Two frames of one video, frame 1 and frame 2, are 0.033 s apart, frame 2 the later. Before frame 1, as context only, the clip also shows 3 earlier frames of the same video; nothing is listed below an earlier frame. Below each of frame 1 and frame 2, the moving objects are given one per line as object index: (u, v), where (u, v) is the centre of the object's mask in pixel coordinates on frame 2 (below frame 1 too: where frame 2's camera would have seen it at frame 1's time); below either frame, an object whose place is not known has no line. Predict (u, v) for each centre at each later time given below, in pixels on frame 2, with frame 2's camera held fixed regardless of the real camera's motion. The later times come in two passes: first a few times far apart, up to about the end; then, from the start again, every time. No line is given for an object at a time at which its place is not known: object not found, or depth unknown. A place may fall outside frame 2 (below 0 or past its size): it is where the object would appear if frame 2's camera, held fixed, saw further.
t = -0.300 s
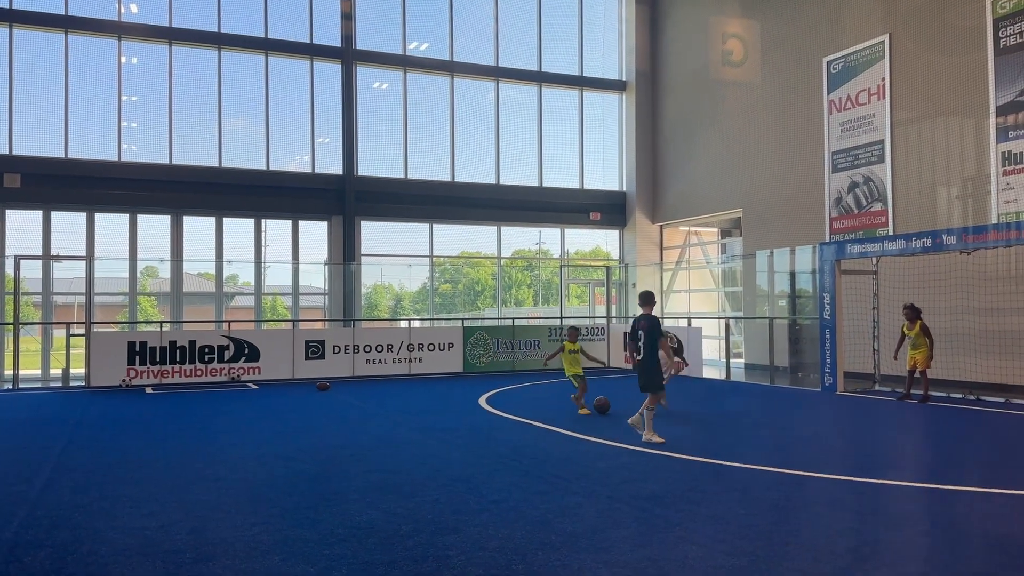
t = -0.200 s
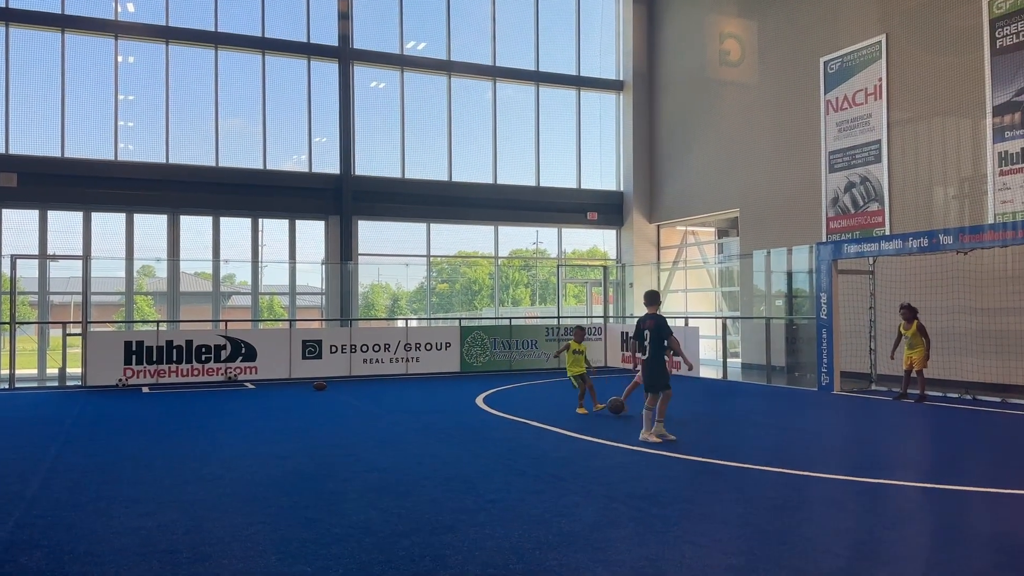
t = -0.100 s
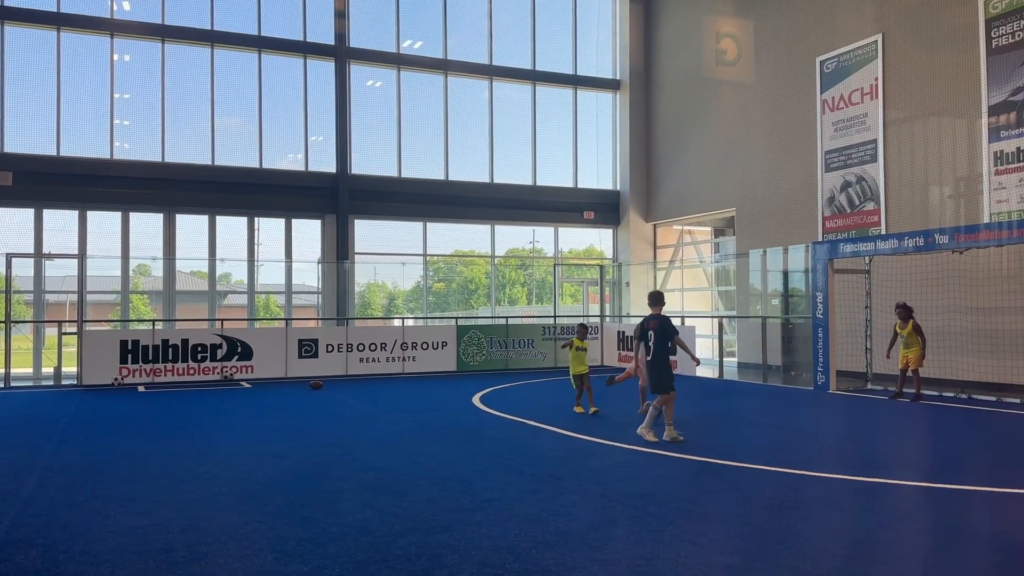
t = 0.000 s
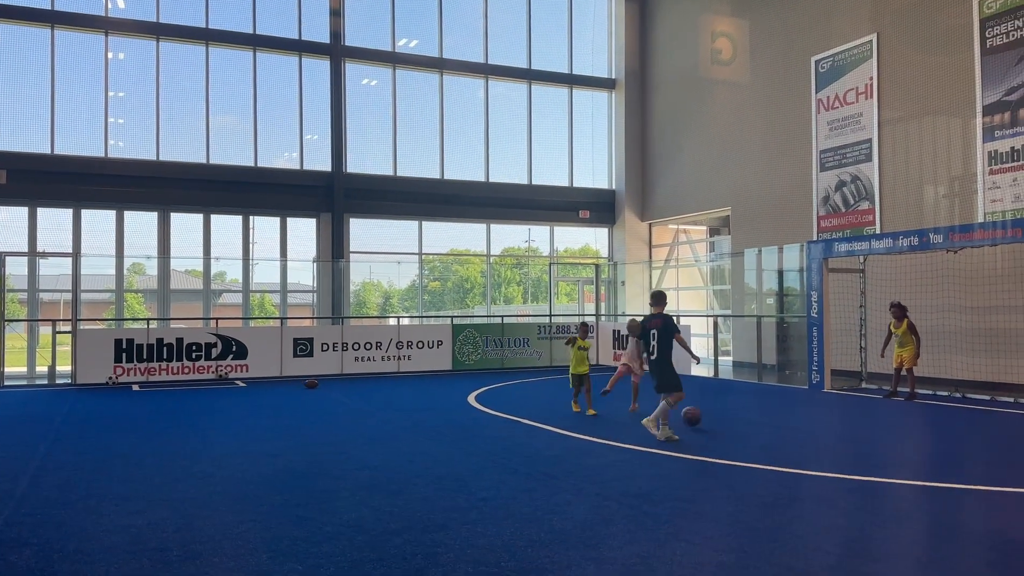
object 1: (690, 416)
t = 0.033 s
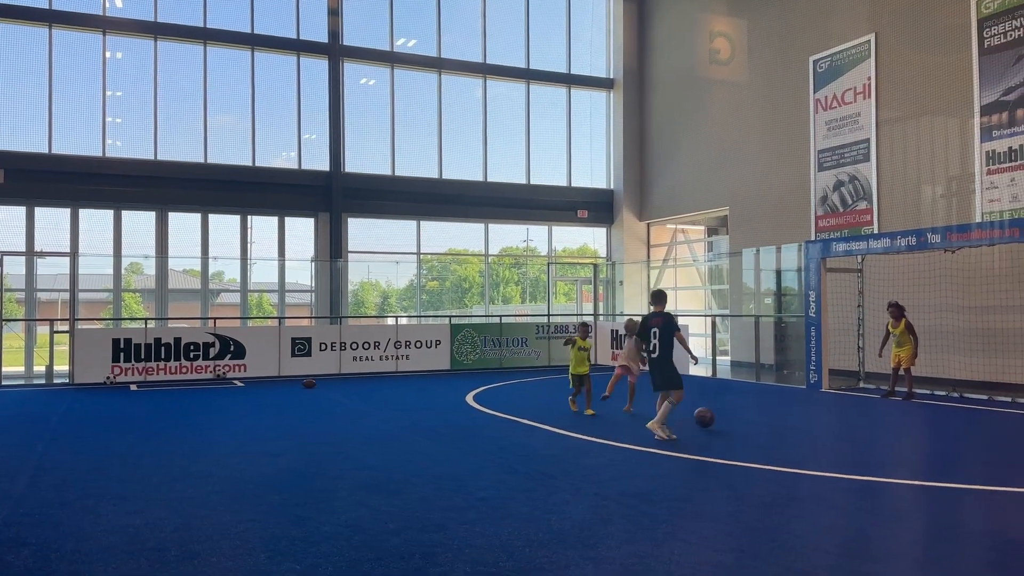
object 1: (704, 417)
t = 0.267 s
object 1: (816, 438)
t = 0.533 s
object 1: (952, 460)
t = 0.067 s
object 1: (719, 420)
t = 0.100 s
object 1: (735, 424)
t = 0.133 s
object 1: (751, 428)
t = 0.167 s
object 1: (766, 428)
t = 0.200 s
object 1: (782, 430)
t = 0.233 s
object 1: (798, 434)
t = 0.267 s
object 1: (816, 438)
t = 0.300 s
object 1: (833, 440)
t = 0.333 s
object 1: (849, 441)
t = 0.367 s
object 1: (866, 445)
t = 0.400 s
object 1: (883, 449)
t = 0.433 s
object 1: (899, 451)
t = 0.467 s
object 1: (916, 452)
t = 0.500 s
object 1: (933, 454)
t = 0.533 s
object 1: (952, 460)
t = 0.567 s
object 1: (971, 464)
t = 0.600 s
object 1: (987, 465)
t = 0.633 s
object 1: (1004, 466)
